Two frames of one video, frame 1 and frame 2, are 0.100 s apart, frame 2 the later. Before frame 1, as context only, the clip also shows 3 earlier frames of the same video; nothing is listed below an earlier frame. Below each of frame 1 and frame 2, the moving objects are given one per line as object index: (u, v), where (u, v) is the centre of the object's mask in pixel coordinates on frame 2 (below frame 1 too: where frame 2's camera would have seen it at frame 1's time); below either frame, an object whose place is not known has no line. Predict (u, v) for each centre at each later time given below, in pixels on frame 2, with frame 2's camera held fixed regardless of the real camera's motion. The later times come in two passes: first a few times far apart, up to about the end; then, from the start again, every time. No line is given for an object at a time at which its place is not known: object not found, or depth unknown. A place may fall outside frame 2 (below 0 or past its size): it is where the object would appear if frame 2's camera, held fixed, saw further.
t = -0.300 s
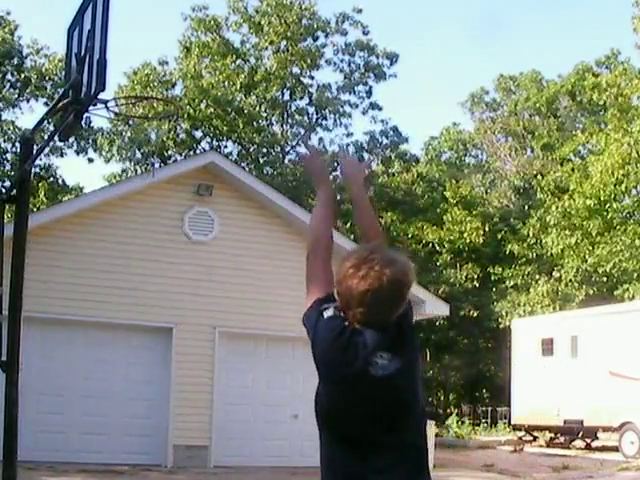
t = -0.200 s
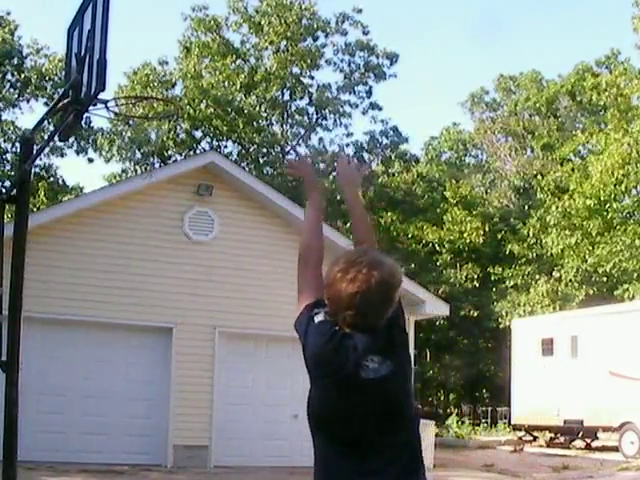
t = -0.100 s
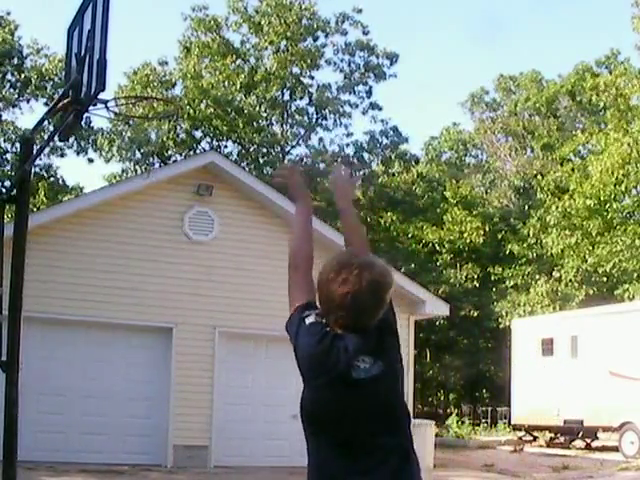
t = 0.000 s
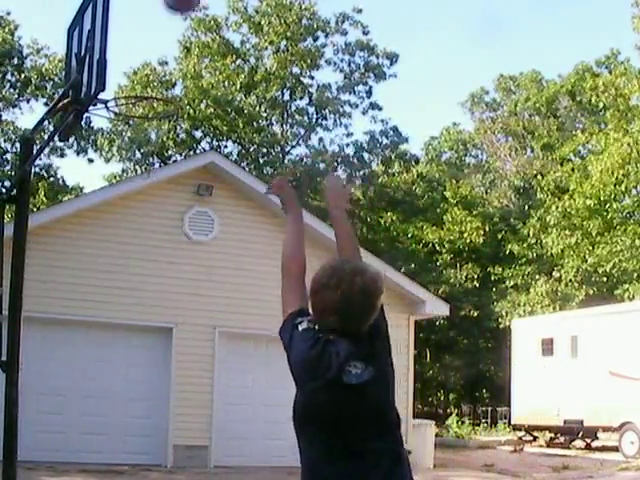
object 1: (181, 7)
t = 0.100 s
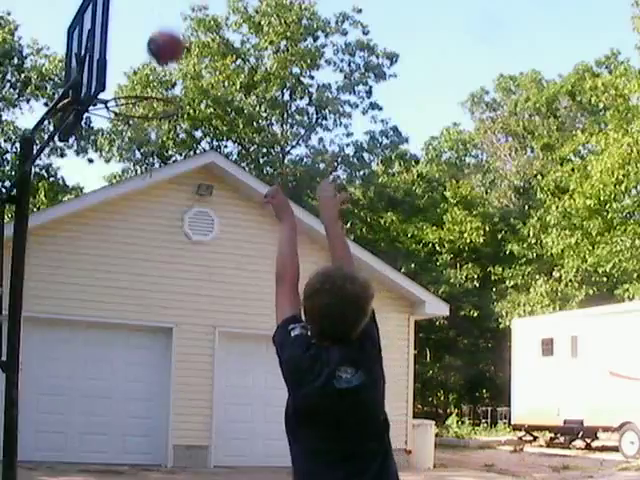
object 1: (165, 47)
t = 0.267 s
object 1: (142, 140)
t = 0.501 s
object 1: (123, 209)
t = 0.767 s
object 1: (96, 379)
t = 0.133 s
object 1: (160, 67)
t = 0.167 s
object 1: (156, 87)
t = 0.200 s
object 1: (149, 109)
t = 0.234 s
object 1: (144, 129)
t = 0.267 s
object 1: (142, 140)
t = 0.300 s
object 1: (139, 147)
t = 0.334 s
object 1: (138, 153)
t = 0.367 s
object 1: (134, 161)
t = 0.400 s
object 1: (131, 171)
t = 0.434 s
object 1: (128, 183)
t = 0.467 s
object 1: (125, 196)
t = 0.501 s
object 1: (123, 209)
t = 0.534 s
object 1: (120, 225)
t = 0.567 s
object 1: (116, 243)
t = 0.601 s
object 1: (113, 261)
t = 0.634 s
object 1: (109, 282)
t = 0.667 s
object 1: (106, 303)
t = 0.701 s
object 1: (103, 327)
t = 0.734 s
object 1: (100, 352)
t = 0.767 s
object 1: (96, 379)
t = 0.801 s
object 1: (93, 407)
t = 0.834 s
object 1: (89, 436)
